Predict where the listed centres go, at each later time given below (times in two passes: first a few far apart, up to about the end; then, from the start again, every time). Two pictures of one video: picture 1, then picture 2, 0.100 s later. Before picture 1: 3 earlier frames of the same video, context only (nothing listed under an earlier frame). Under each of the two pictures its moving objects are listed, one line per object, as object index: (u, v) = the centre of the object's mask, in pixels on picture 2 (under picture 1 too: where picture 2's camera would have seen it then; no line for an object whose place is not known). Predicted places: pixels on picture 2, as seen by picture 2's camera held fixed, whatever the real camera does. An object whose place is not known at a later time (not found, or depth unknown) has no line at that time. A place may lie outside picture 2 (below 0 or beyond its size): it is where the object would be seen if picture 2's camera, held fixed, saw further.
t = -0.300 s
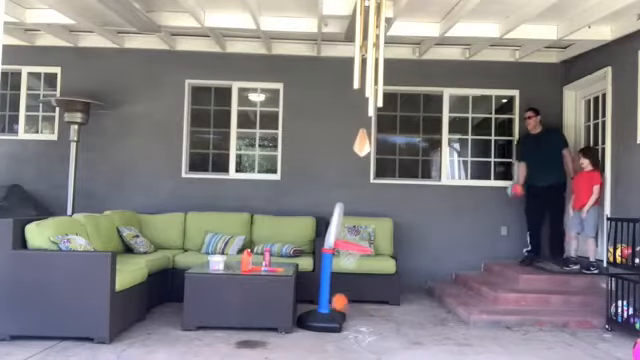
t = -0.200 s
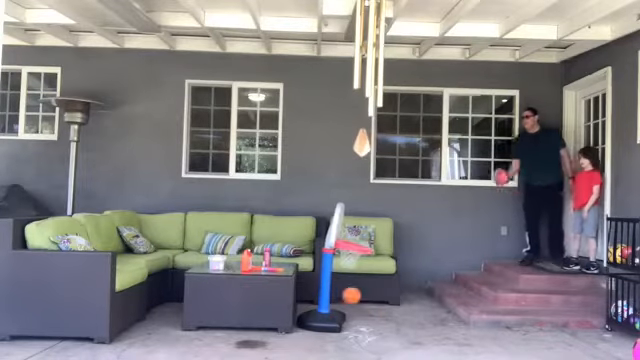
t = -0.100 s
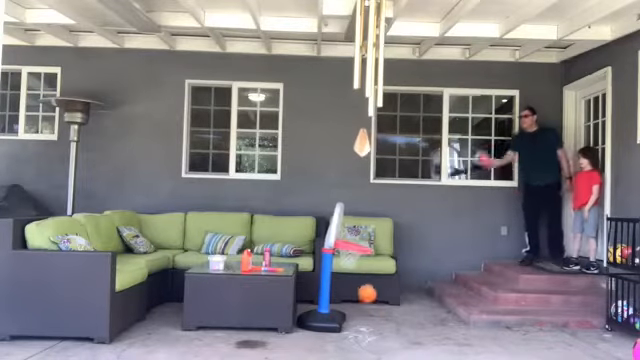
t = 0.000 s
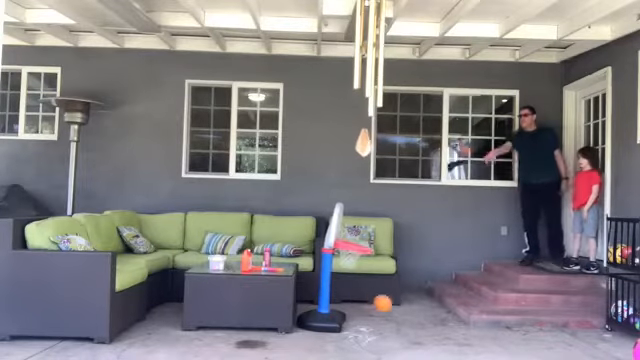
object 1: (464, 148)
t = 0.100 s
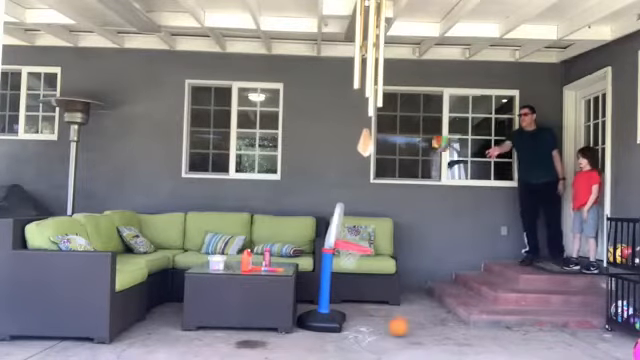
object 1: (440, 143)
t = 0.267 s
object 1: (402, 163)
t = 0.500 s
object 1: (348, 238)
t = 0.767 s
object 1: (345, 260)
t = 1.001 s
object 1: (352, 307)
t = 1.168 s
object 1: (360, 293)
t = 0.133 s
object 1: (432, 144)
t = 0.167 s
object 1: (425, 147)
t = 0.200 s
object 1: (417, 151)
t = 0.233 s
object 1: (410, 157)
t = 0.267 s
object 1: (402, 163)
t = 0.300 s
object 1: (394, 170)
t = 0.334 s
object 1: (387, 178)
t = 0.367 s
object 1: (377, 189)
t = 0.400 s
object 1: (369, 199)
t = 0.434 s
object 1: (361, 211)
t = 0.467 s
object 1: (354, 225)
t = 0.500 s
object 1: (348, 238)
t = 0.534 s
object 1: (353, 241)
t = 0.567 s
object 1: (363, 252)
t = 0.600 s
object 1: (355, 257)
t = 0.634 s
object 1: (353, 258)
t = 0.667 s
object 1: (350, 257)
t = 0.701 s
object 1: (348, 256)
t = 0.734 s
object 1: (348, 257)
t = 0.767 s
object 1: (345, 260)
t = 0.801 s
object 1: (345, 263)
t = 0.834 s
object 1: (347, 267)
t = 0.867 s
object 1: (349, 273)
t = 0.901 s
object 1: (349, 280)
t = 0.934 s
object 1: (350, 287)
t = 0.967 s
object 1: (351, 296)
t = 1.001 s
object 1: (352, 307)
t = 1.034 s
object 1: (354, 318)
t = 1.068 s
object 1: (356, 311)
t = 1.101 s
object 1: (357, 304)
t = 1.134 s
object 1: (358, 298)
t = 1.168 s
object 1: (360, 293)
